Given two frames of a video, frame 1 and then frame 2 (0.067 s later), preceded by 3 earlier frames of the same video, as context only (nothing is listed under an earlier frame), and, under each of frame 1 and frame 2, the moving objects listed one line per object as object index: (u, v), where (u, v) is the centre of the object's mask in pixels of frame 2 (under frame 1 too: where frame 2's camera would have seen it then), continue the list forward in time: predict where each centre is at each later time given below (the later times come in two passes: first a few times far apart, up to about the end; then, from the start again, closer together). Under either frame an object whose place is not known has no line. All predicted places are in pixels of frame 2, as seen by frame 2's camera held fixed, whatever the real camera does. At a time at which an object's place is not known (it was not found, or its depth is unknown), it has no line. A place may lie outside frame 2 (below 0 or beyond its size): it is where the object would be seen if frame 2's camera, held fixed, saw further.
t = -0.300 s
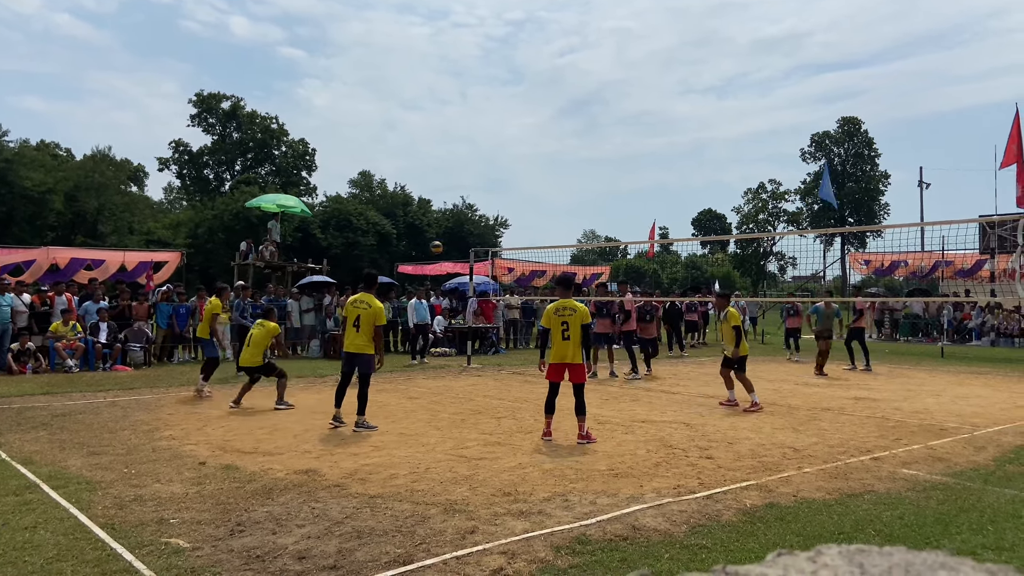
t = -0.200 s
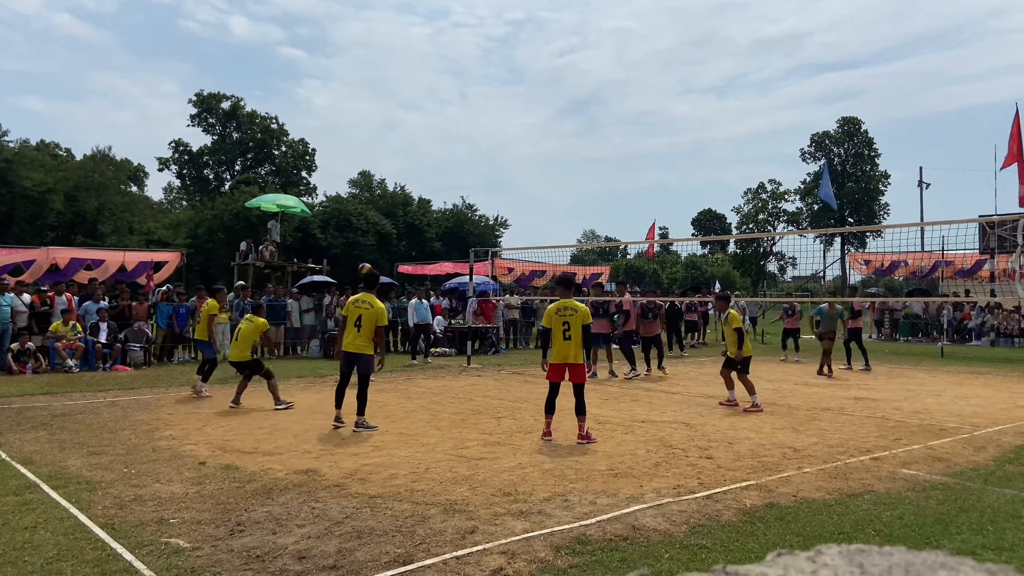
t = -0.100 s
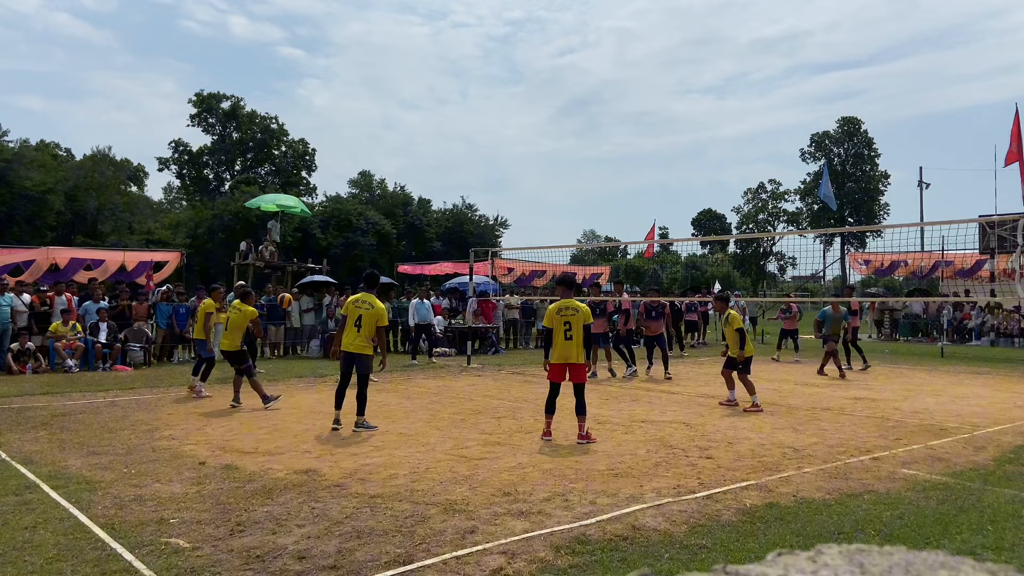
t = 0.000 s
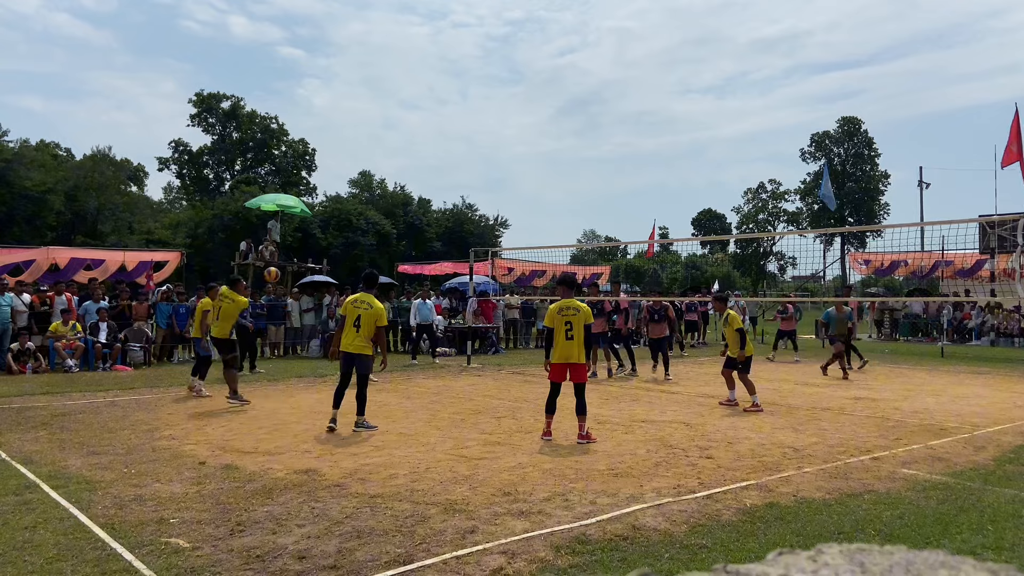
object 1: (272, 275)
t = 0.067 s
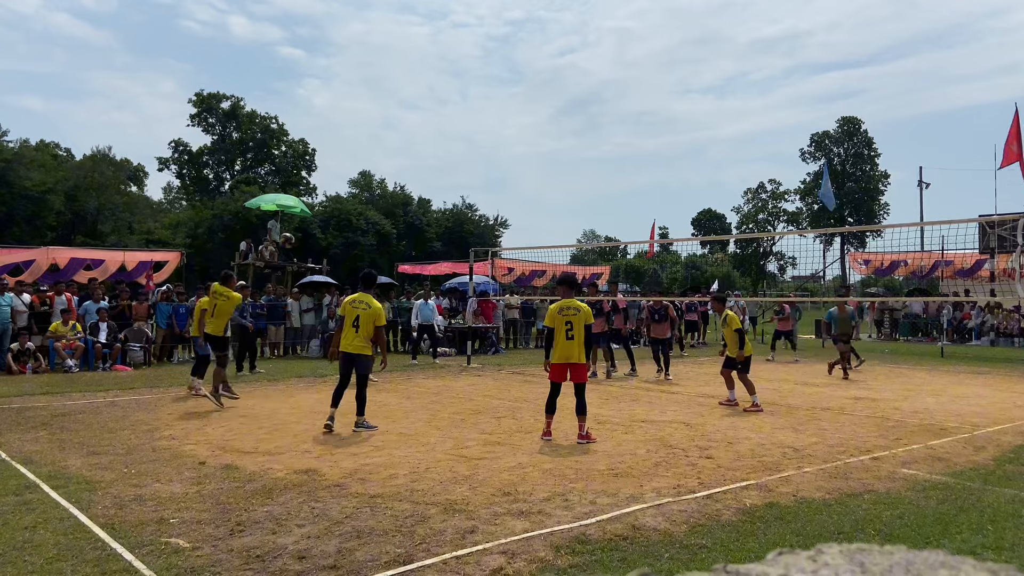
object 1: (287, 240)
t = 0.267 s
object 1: (328, 159)
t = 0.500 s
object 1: (373, 100)
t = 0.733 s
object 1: (415, 79)
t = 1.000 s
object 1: (461, 98)
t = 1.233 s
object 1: (497, 152)
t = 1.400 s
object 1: (521, 210)
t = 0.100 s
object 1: (294, 224)
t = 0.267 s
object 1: (328, 159)
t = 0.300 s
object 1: (335, 148)
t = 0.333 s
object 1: (341, 138)
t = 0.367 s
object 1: (348, 129)
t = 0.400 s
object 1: (354, 121)
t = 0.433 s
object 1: (361, 113)
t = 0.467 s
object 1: (367, 106)
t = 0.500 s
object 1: (373, 100)
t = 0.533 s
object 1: (379, 95)
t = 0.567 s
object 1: (385, 90)
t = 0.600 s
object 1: (391, 86)
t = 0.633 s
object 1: (398, 83)
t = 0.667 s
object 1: (403, 81)
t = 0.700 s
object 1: (409, 80)
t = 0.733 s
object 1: (415, 79)
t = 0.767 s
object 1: (421, 79)
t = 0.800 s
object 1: (427, 79)
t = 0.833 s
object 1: (433, 80)
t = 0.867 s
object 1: (438, 83)
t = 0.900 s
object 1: (444, 86)
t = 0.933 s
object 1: (449, 89)
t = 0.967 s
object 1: (455, 93)
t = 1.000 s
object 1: (461, 98)
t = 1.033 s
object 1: (466, 104)
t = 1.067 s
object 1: (471, 110)
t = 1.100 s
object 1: (477, 117)
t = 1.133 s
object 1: (482, 125)
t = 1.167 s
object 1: (487, 133)
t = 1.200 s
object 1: (492, 142)
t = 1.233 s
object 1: (497, 152)
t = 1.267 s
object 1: (502, 162)
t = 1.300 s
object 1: (507, 174)
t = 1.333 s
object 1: (511, 185)
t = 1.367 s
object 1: (516, 198)
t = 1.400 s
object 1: (521, 210)
